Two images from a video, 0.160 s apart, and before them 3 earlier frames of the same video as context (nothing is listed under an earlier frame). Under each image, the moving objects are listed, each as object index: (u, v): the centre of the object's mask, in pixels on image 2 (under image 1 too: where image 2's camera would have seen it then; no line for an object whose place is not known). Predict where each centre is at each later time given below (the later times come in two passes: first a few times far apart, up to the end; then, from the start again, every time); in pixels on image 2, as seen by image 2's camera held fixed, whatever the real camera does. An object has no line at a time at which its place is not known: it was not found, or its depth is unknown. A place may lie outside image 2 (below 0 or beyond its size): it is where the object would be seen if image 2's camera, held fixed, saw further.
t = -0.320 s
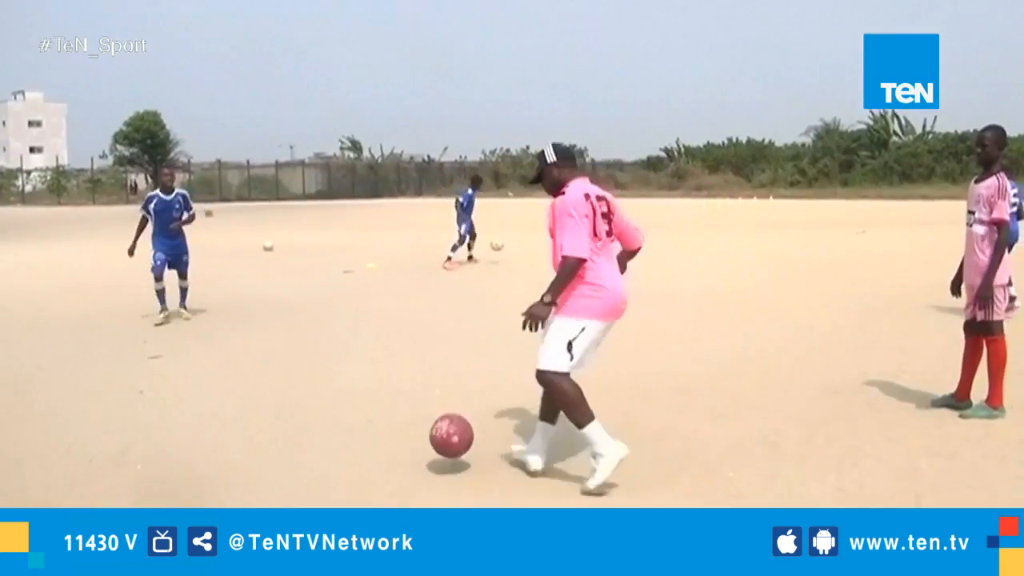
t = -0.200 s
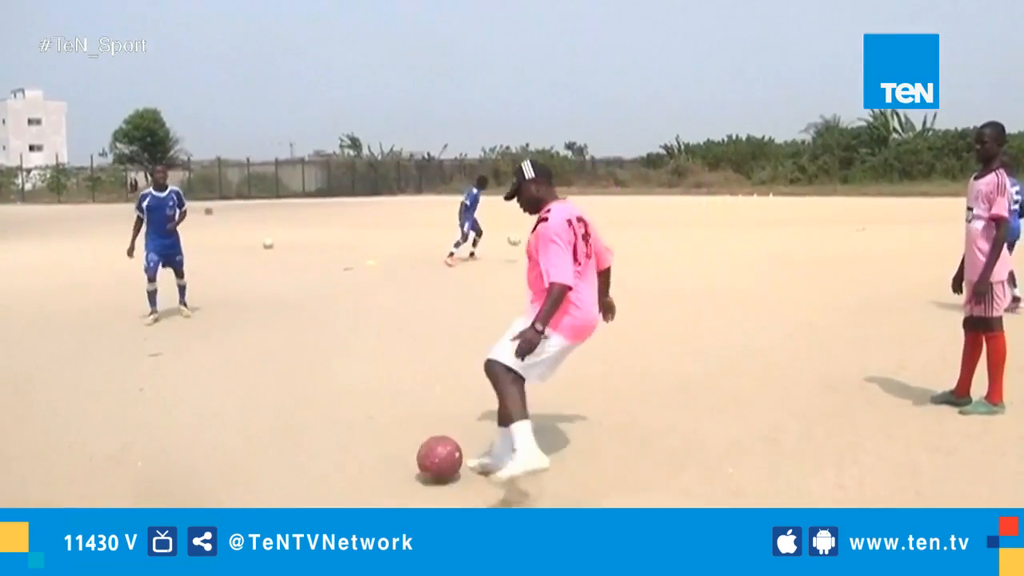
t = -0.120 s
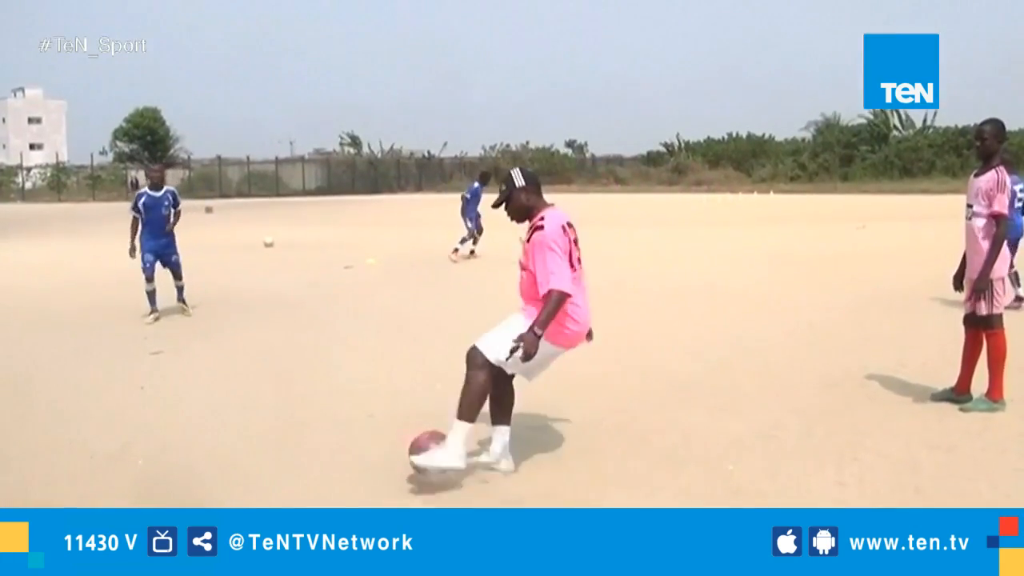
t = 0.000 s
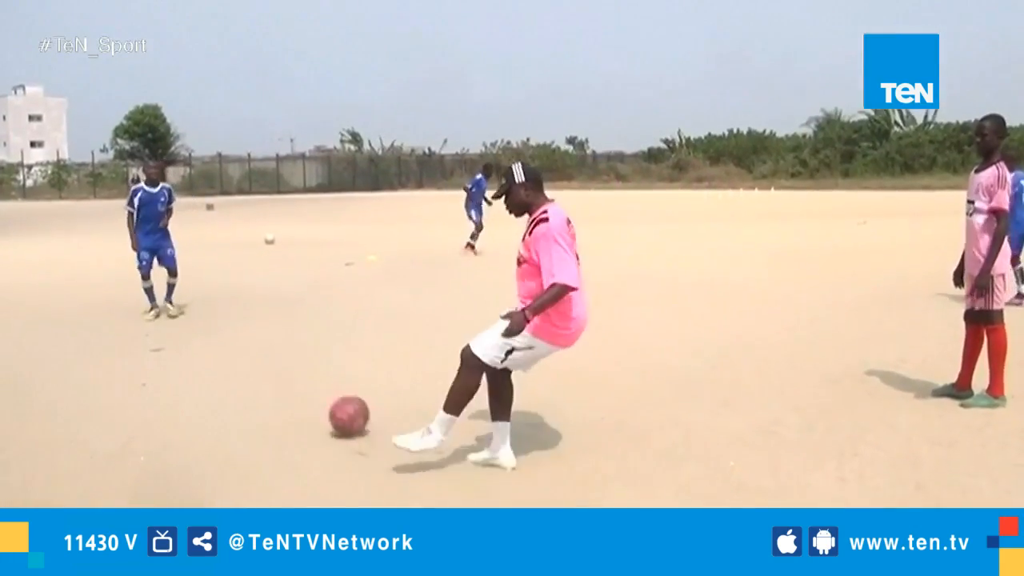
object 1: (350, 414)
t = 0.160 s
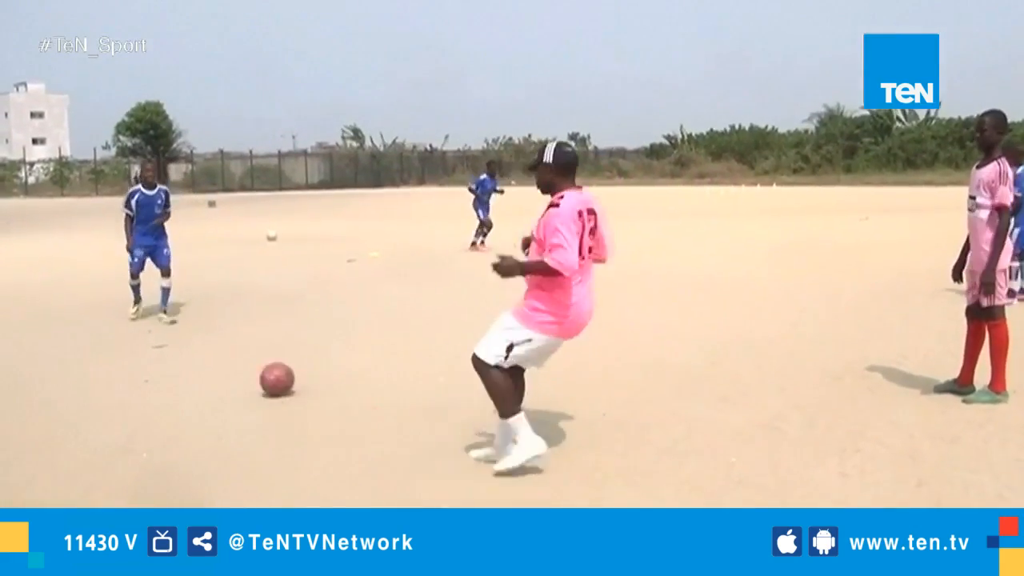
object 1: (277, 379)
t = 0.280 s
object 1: (241, 362)
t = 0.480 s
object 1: (198, 340)
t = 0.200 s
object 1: (264, 373)
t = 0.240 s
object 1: (252, 367)
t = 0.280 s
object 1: (241, 362)
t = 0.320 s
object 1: (231, 355)
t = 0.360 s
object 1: (222, 348)
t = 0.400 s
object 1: (214, 343)
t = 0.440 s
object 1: (206, 340)
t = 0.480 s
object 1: (198, 340)
